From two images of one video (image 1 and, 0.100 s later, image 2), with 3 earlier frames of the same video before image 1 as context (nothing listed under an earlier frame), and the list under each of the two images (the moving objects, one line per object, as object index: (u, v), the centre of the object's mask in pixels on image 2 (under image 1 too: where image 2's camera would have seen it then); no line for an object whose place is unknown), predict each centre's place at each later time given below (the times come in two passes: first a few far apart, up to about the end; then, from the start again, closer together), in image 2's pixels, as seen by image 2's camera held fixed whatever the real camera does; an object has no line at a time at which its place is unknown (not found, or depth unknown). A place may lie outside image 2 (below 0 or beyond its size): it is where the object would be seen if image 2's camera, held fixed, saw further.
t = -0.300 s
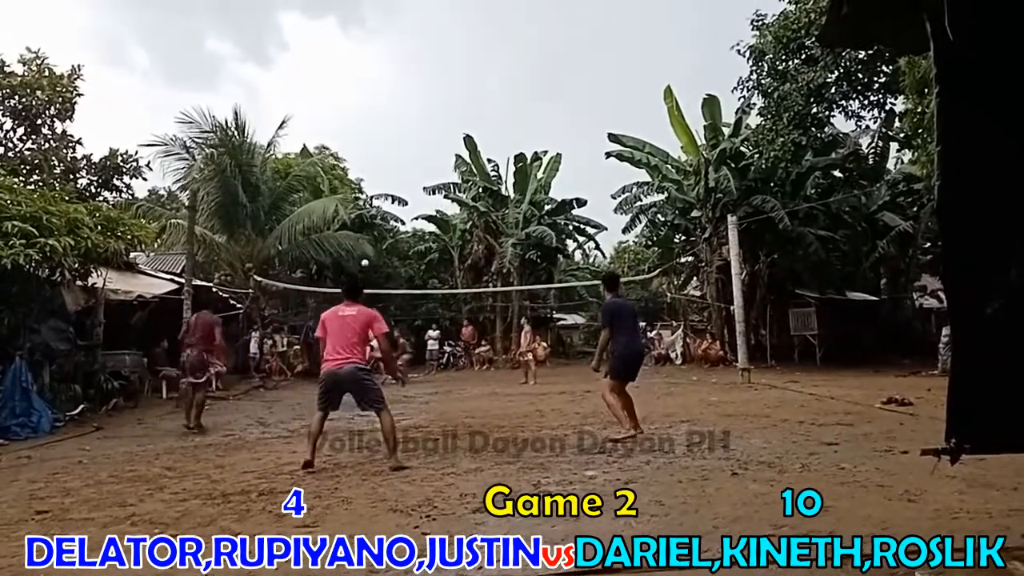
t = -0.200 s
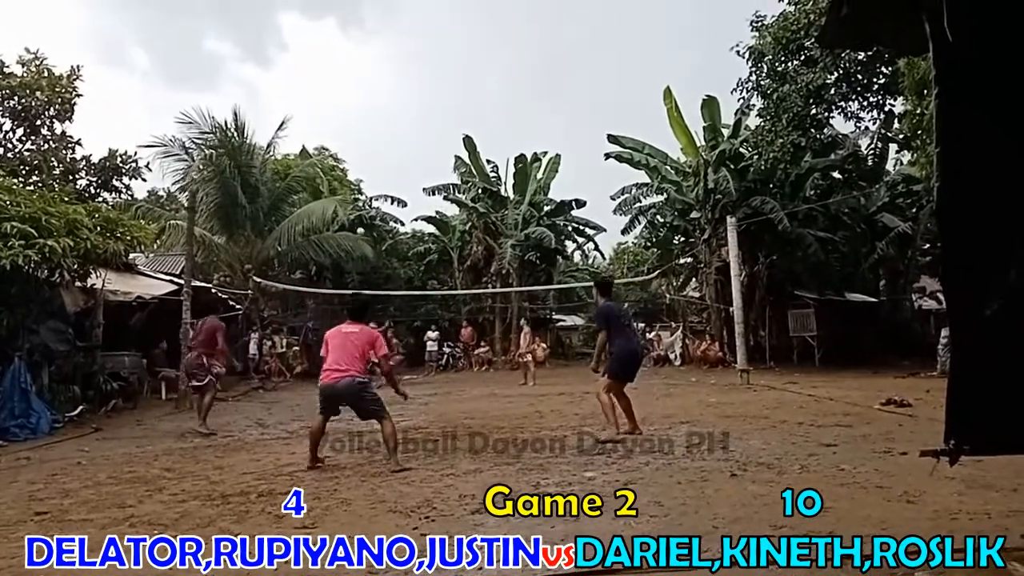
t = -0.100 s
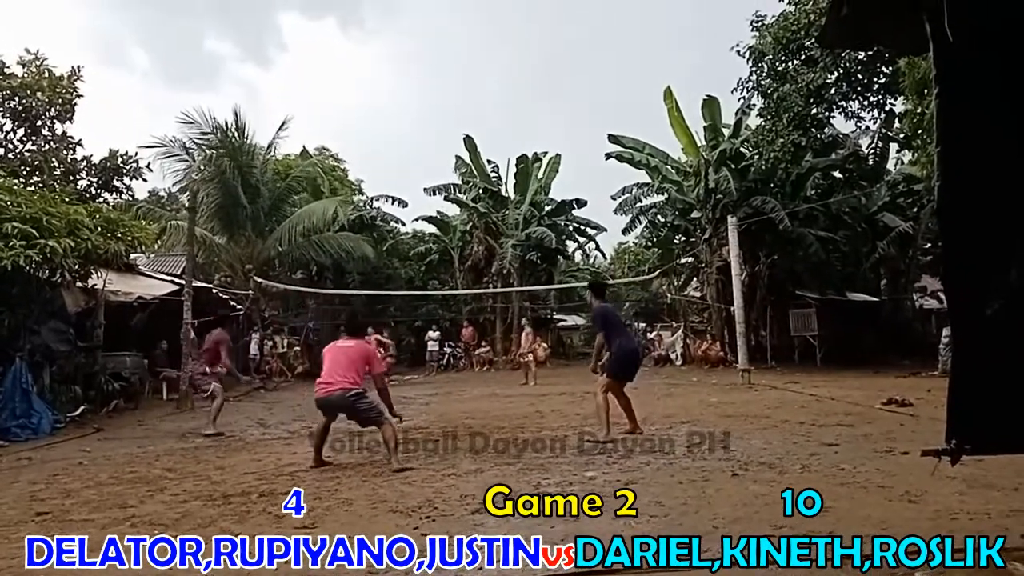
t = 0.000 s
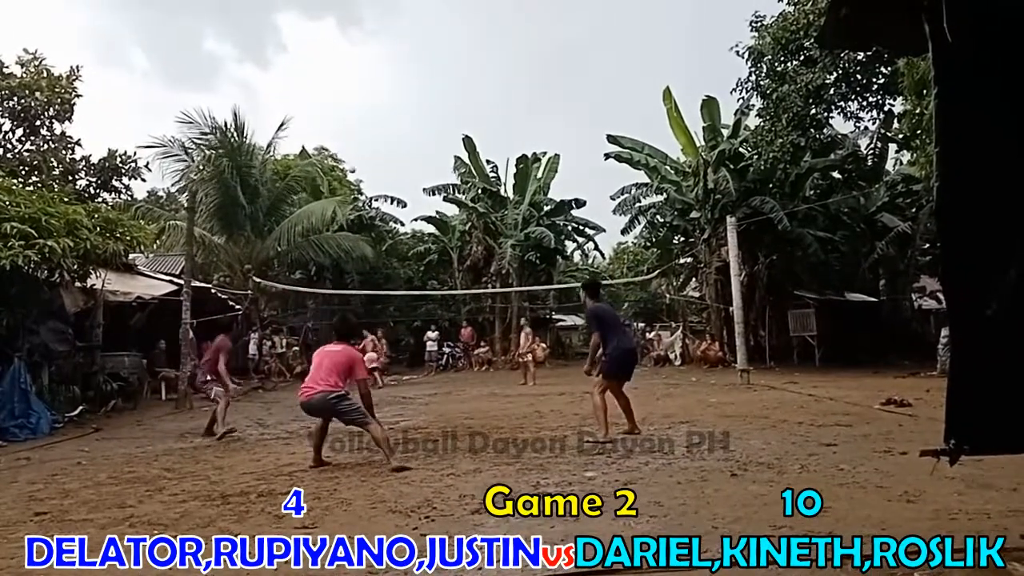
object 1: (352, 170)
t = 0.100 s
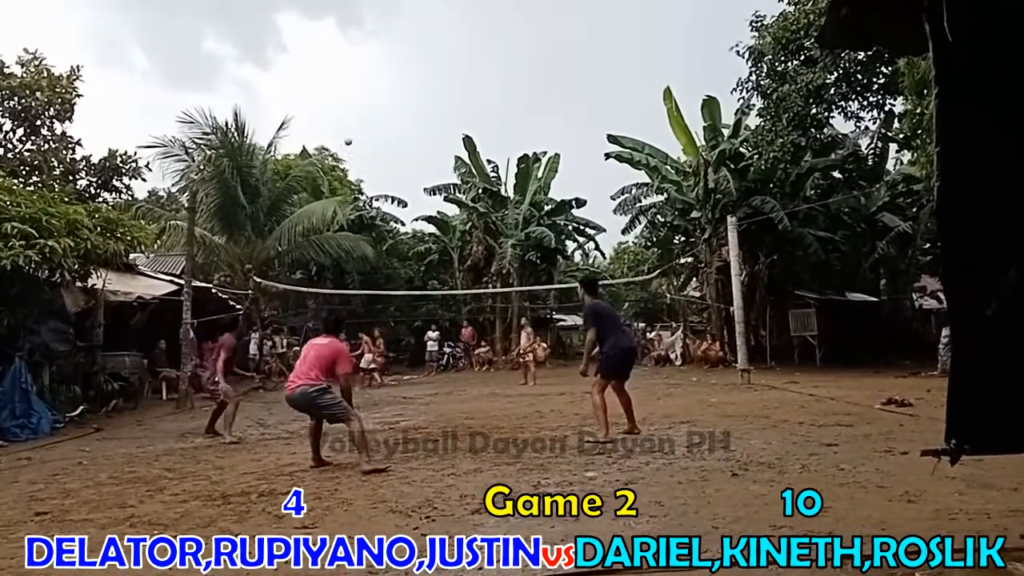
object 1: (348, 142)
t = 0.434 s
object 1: (330, 71)
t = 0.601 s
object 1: (319, 52)
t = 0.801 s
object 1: (301, 55)
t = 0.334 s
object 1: (336, 88)
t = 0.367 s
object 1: (334, 82)
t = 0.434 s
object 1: (330, 71)
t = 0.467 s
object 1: (328, 66)
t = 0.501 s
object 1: (326, 62)
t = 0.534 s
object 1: (324, 58)
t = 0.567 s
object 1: (321, 54)
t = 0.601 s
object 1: (319, 52)
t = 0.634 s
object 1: (316, 50)
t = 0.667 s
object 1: (314, 49)
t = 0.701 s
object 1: (311, 49)
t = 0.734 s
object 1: (308, 50)
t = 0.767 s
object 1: (305, 52)
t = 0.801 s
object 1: (301, 55)
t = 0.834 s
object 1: (298, 59)
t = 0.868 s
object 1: (294, 64)
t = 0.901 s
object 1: (290, 71)
